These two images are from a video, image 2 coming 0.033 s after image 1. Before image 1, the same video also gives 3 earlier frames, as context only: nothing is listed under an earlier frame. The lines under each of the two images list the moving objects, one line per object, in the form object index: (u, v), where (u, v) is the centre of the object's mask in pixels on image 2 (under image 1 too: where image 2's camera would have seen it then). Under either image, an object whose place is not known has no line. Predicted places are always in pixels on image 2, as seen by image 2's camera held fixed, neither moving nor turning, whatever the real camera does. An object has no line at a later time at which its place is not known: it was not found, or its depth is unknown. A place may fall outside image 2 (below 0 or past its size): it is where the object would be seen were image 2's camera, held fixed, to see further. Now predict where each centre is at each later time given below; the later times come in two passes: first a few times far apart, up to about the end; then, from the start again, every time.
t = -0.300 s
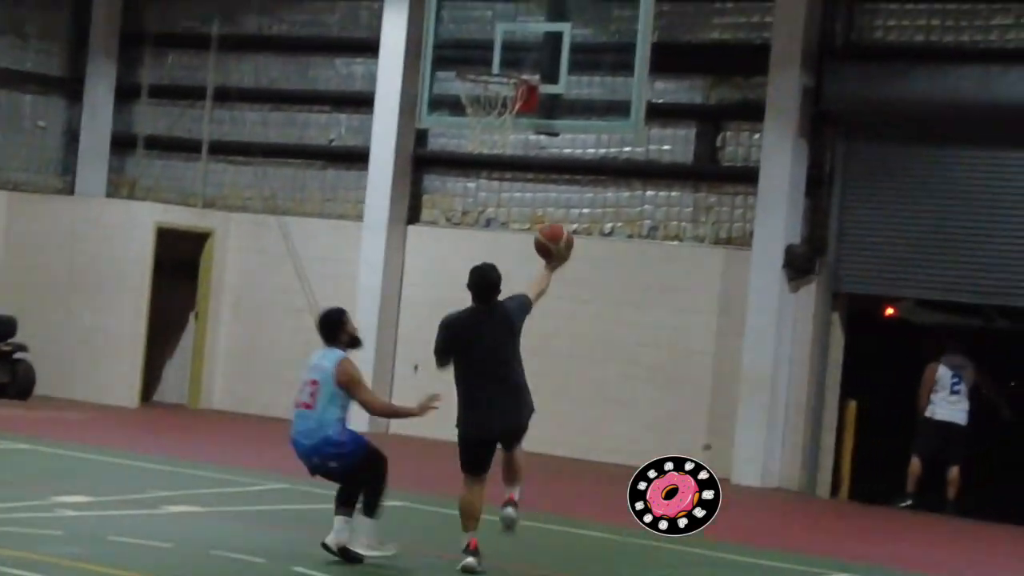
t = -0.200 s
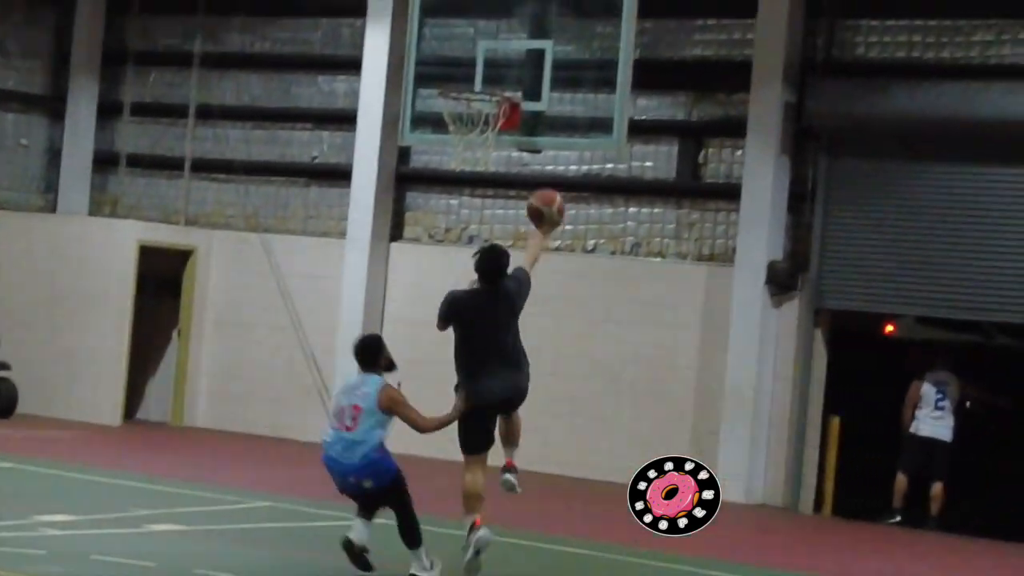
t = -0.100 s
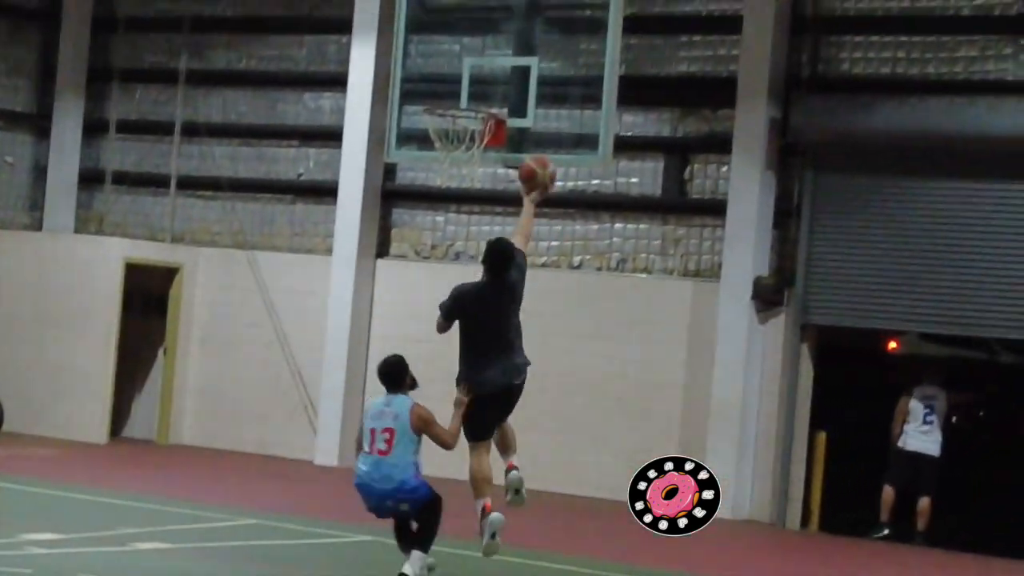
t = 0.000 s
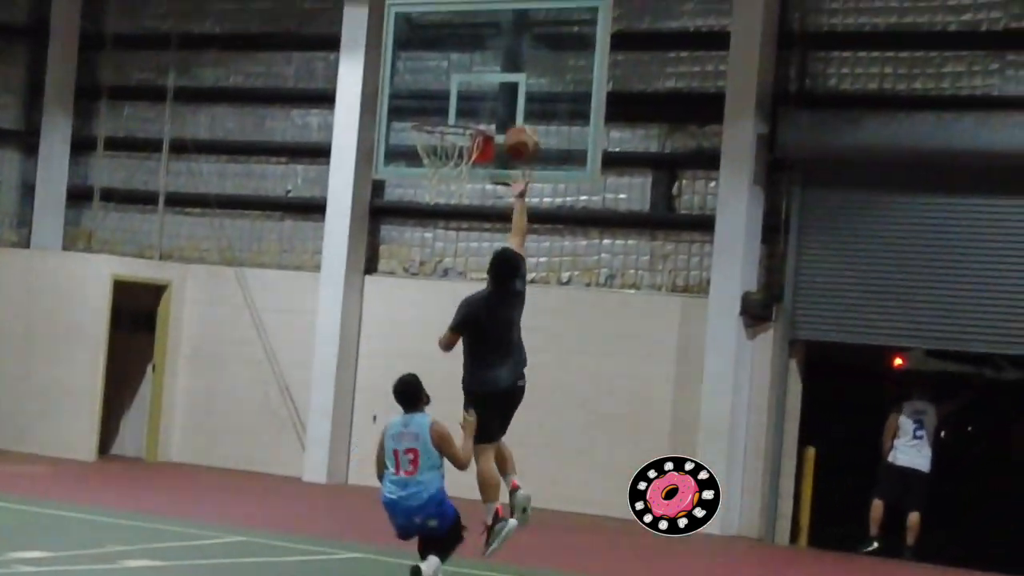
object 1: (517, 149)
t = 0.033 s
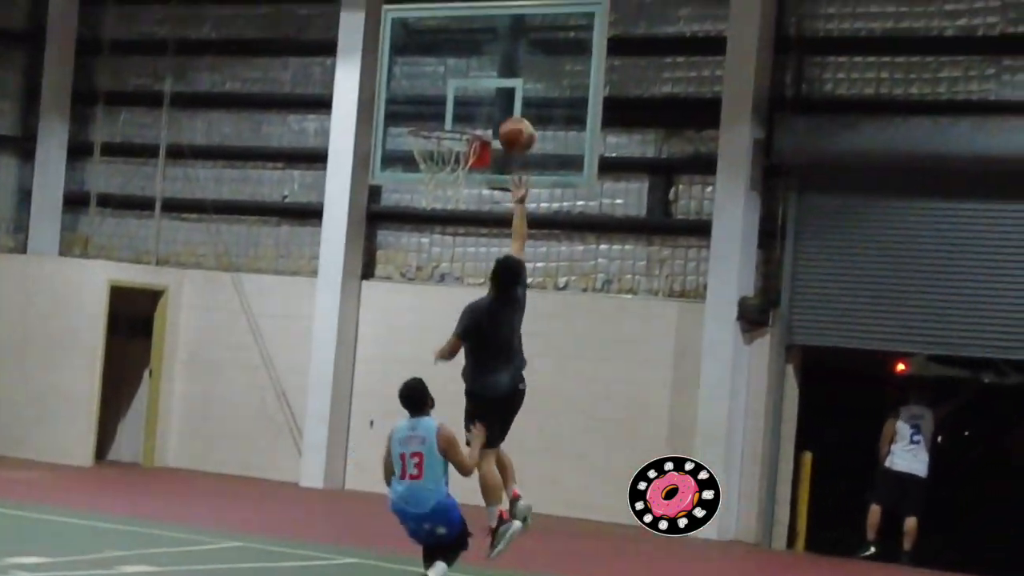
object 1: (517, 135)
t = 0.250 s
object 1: (478, 92)
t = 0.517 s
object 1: (426, 107)
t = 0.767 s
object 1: (428, 125)
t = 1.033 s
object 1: (451, 191)
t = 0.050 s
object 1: (515, 130)
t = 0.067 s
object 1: (514, 124)
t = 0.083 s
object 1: (512, 121)
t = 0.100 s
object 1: (512, 116)
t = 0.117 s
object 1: (511, 111)
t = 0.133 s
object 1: (506, 107)
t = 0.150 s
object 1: (501, 104)
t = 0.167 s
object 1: (497, 100)
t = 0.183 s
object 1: (496, 99)
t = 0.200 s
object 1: (491, 97)
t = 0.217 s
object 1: (486, 96)
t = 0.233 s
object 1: (482, 94)
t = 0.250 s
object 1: (478, 92)
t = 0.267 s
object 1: (473, 92)
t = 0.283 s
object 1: (471, 92)
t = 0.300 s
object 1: (464, 93)
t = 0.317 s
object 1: (460, 93)
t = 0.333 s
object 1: (457, 94)
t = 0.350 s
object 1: (450, 95)
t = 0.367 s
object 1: (446, 98)
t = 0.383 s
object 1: (442, 101)
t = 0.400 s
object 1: (437, 103)
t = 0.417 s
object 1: (433, 105)
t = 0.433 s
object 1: (428, 109)
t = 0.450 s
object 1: (424, 112)
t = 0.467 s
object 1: (424, 112)
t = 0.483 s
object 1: (425, 111)
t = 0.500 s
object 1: (425, 109)
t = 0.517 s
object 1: (426, 107)
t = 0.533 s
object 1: (426, 105)
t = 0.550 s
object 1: (426, 104)
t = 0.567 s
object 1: (427, 105)
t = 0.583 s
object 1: (427, 105)
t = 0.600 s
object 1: (427, 105)
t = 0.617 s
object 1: (427, 105)
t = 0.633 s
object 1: (427, 106)
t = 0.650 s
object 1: (427, 107)
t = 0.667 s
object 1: (427, 108)
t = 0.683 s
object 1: (427, 110)
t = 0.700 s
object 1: (426, 112)
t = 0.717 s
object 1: (426, 115)
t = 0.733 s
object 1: (426, 117)
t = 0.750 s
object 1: (426, 123)
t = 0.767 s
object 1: (428, 125)
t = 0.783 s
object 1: (429, 126)
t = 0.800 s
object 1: (431, 128)
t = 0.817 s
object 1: (432, 130)
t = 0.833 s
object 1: (434, 133)
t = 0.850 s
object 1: (436, 137)
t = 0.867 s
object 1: (439, 142)
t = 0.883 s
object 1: (439, 148)
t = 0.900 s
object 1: (442, 149)
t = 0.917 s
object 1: (443, 153)
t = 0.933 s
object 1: (443, 158)
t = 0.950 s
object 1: (443, 163)
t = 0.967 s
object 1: (446, 170)
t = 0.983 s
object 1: (448, 175)
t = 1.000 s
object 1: (450, 179)
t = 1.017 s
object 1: (451, 186)
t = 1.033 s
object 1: (451, 191)
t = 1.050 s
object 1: (453, 196)
